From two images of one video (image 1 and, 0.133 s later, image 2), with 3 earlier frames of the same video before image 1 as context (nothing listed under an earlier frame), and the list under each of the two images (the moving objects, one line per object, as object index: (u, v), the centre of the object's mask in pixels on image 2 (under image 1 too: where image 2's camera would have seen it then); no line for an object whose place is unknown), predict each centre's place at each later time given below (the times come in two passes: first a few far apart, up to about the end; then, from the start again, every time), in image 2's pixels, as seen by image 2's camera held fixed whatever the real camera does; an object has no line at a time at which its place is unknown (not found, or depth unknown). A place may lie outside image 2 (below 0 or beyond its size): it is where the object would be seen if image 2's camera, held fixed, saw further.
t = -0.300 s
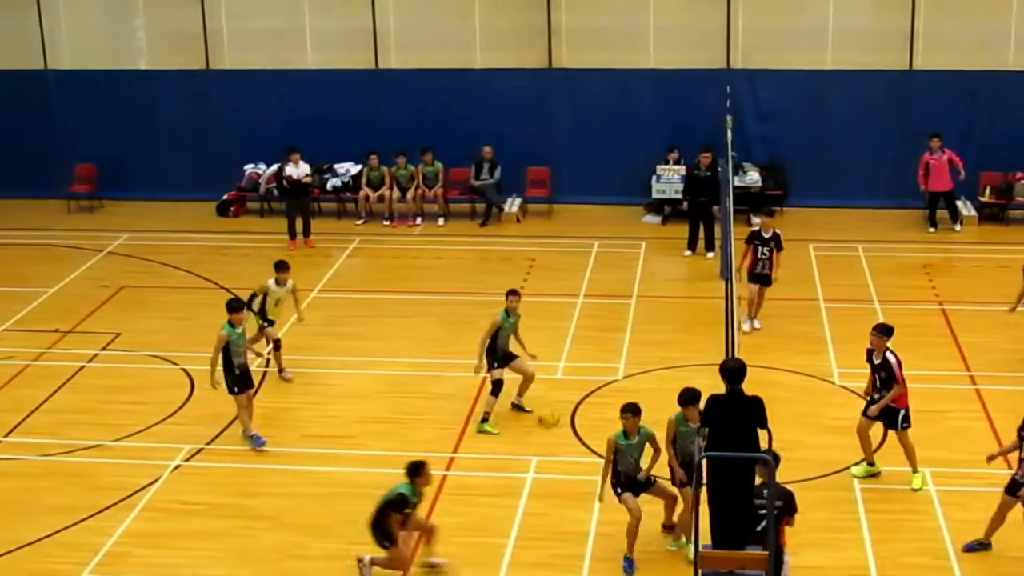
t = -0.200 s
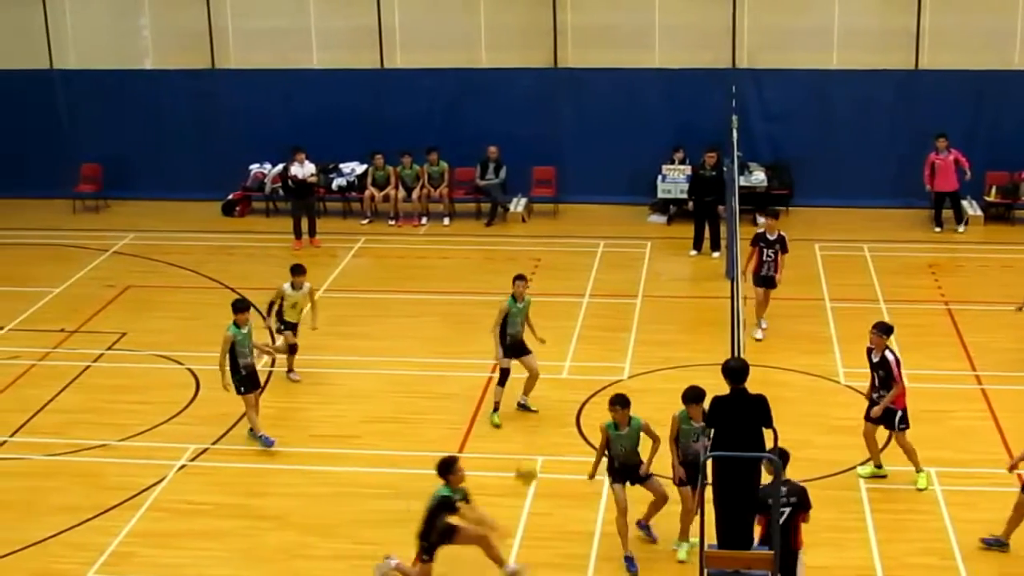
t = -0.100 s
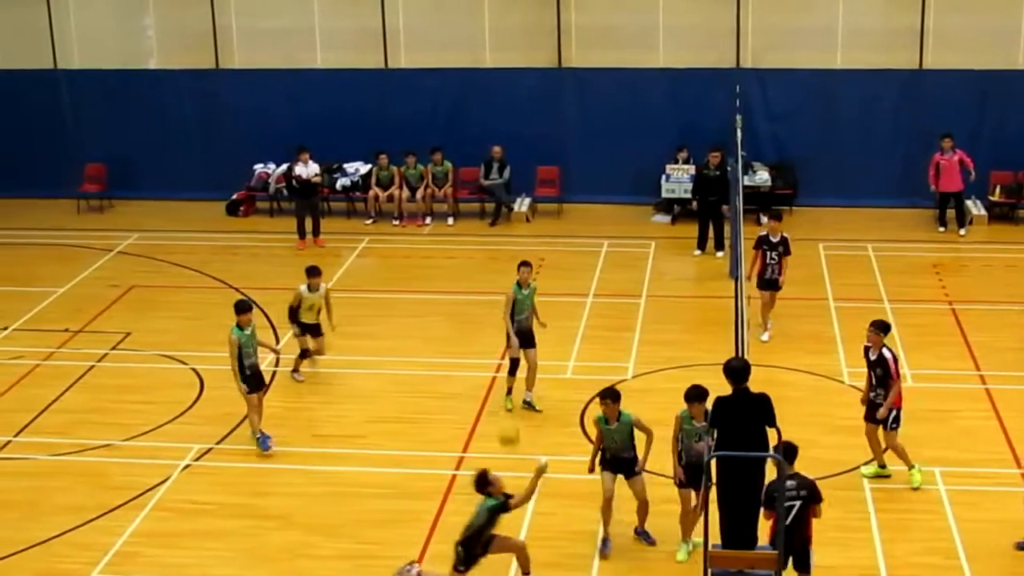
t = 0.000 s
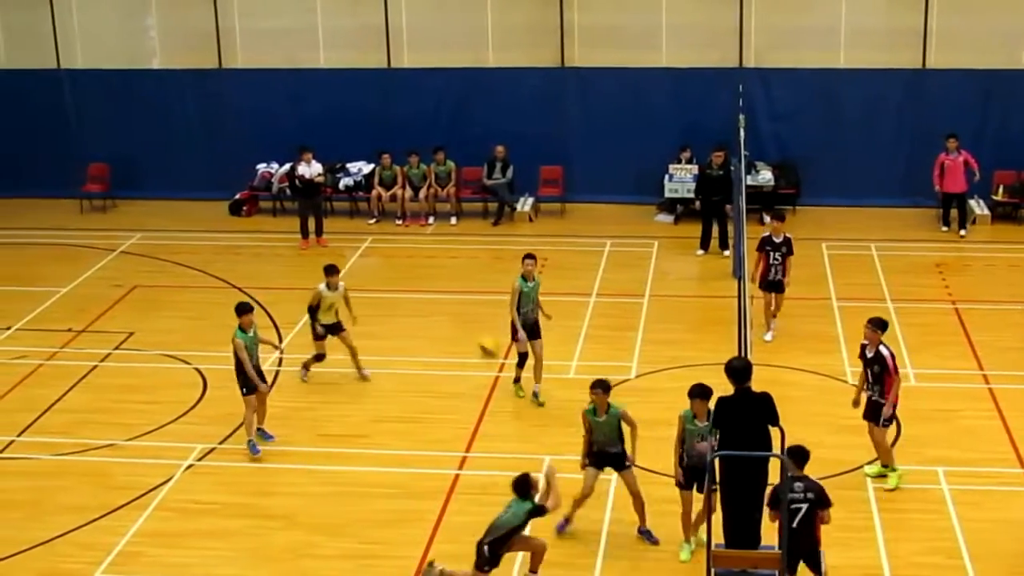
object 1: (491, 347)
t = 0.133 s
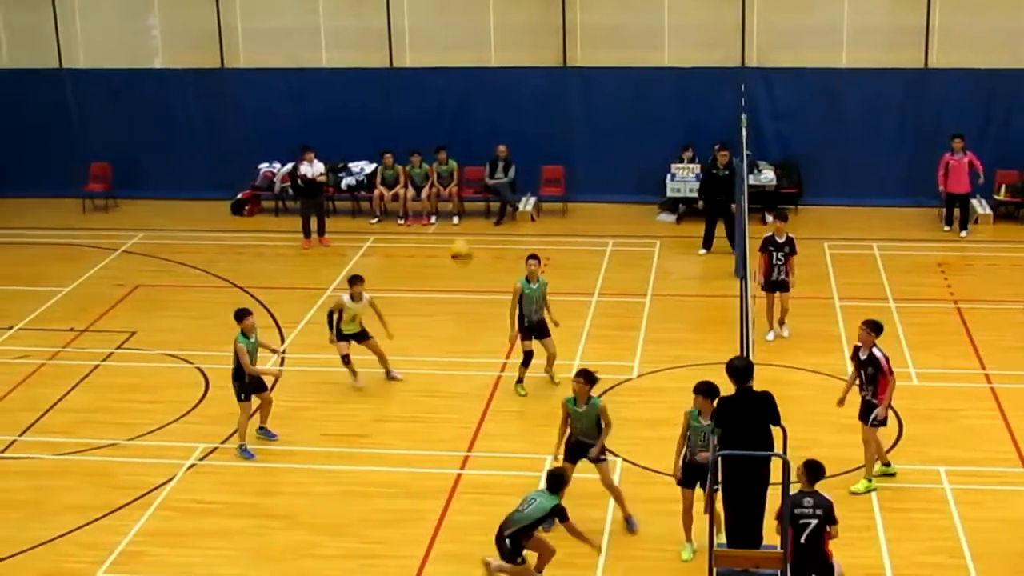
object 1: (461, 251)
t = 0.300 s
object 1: (424, 164)
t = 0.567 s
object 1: (368, 89)
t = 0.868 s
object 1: (314, 97)
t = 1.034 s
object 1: (293, 136)
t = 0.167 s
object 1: (453, 232)
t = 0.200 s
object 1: (446, 209)
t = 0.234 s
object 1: (438, 195)
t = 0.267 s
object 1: (429, 179)
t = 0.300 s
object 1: (424, 164)
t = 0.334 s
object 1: (416, 148)
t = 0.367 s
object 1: (408, 136)
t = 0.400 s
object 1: (402, 127)
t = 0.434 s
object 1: (395, 116)
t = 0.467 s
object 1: (387, 108)
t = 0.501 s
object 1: (380, 100)
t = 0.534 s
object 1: (374, 95)
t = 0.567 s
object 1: (368, 89)
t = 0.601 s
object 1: (361, 85)
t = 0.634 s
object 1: (355, 83)
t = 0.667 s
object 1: (350, 82)
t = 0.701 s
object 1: (343, 81)
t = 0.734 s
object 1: (336, 82)
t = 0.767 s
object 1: (332, 84)
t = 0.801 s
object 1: (326, 87)
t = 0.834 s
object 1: (320, 92)
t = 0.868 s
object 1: (314, 97)
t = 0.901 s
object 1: (311, 103)
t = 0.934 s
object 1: (305, 110)
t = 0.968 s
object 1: (300, 118)
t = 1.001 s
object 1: (297, 128)
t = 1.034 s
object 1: (293, 136)
